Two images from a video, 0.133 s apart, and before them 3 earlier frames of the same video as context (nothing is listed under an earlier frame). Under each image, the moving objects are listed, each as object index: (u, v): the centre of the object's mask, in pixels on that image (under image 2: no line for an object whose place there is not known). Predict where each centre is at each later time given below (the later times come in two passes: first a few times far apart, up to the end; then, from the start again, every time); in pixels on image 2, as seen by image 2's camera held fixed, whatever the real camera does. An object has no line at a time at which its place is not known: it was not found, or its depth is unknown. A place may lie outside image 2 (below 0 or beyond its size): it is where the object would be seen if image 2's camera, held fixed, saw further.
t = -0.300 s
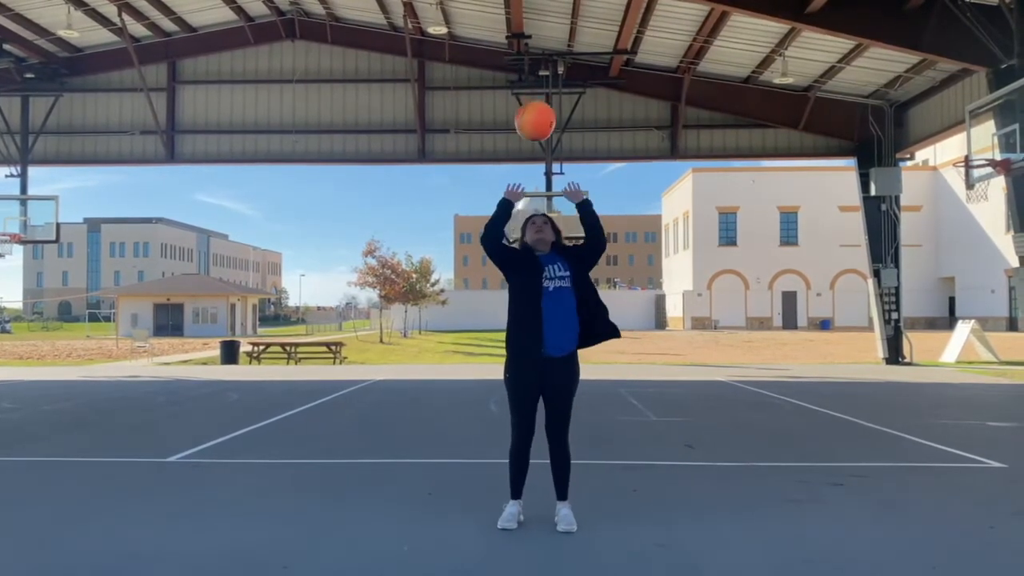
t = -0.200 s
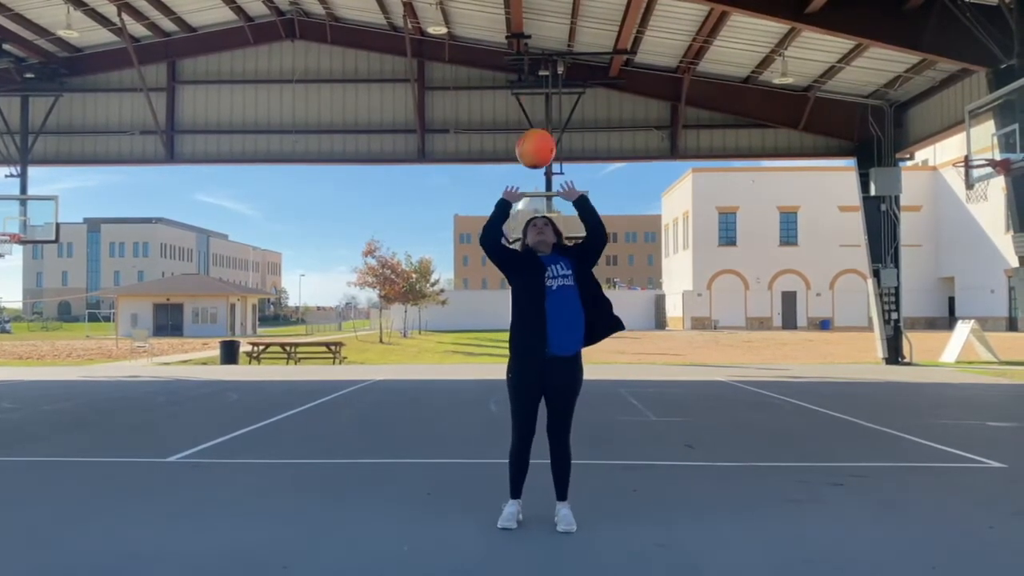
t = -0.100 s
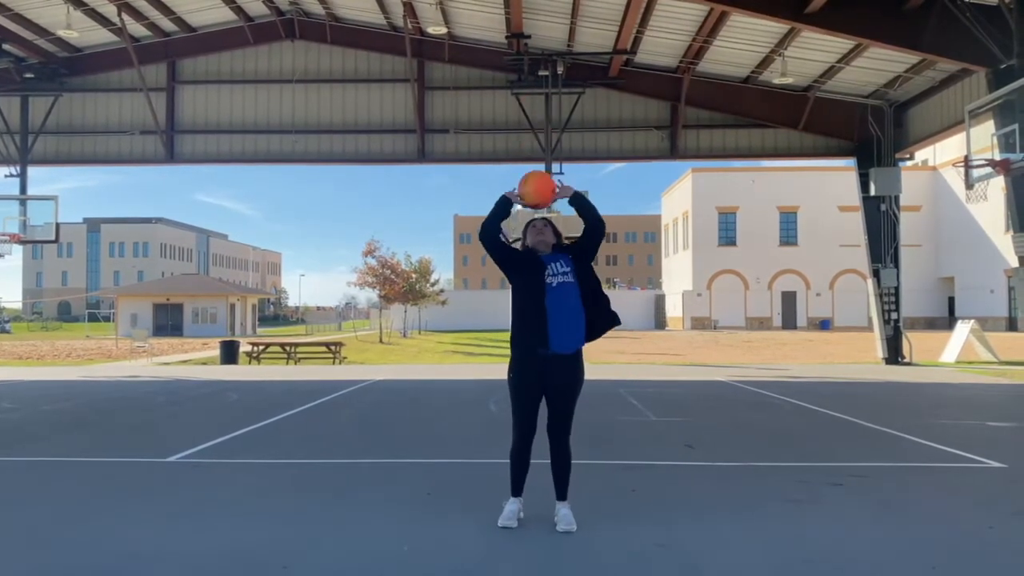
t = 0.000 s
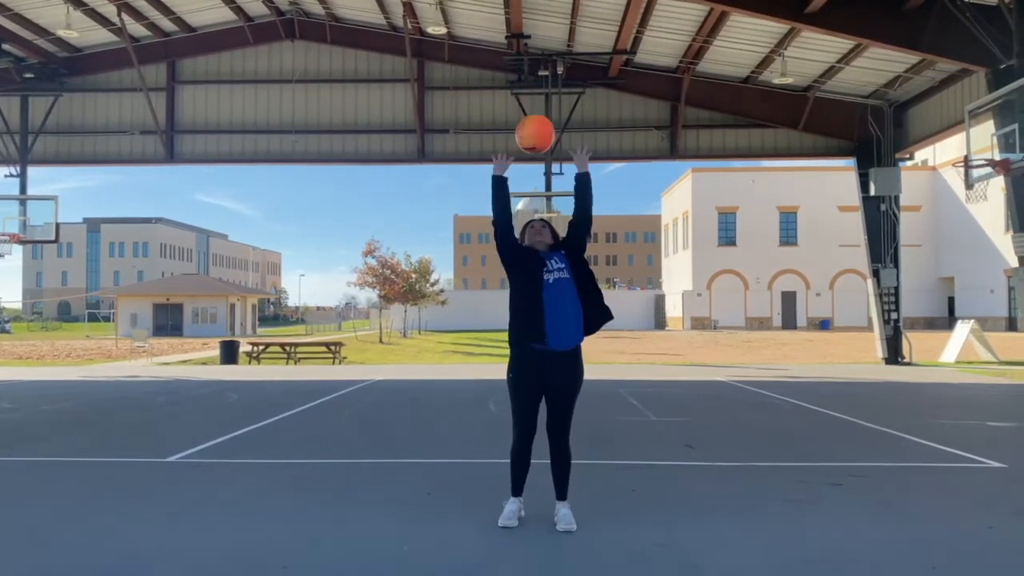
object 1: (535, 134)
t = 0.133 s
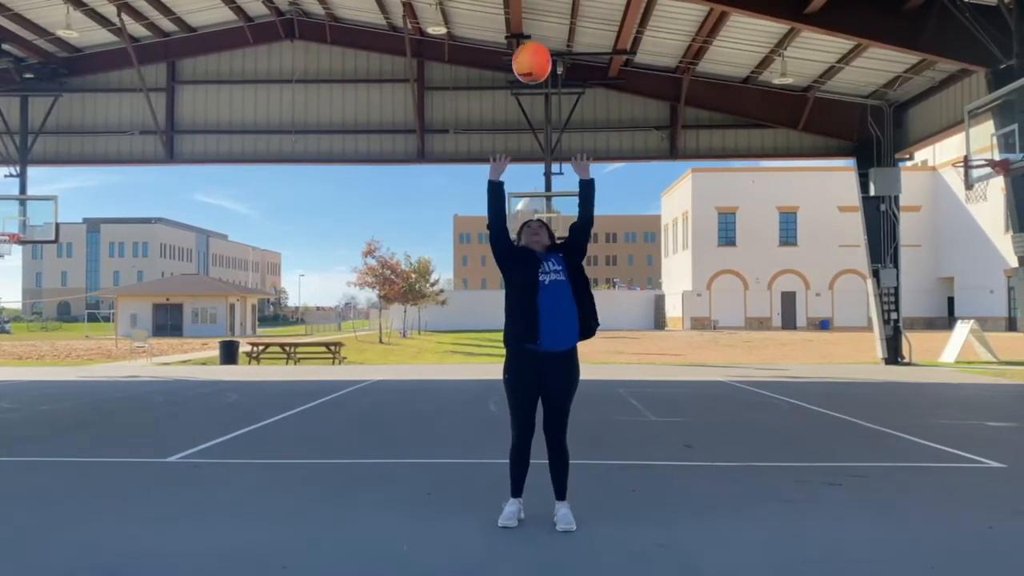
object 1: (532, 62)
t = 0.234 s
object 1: (530, 31)
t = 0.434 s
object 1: (526, 23)
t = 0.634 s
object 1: (523, 91)
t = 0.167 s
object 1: (531, 50)
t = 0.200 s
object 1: (530, 39)
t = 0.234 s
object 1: (530, 31)
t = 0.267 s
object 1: (529, 24)
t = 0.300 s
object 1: (528, 20)
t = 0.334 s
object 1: (527, 18)
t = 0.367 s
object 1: (527, 18)
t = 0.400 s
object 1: (526, 19)
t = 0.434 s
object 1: (526, 23)
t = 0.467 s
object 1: (525, 29)
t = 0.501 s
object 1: (525, 37)
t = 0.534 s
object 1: (524, 47)
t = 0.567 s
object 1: (524, 60)
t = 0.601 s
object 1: (523, 74)
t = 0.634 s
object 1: (523, 91)
